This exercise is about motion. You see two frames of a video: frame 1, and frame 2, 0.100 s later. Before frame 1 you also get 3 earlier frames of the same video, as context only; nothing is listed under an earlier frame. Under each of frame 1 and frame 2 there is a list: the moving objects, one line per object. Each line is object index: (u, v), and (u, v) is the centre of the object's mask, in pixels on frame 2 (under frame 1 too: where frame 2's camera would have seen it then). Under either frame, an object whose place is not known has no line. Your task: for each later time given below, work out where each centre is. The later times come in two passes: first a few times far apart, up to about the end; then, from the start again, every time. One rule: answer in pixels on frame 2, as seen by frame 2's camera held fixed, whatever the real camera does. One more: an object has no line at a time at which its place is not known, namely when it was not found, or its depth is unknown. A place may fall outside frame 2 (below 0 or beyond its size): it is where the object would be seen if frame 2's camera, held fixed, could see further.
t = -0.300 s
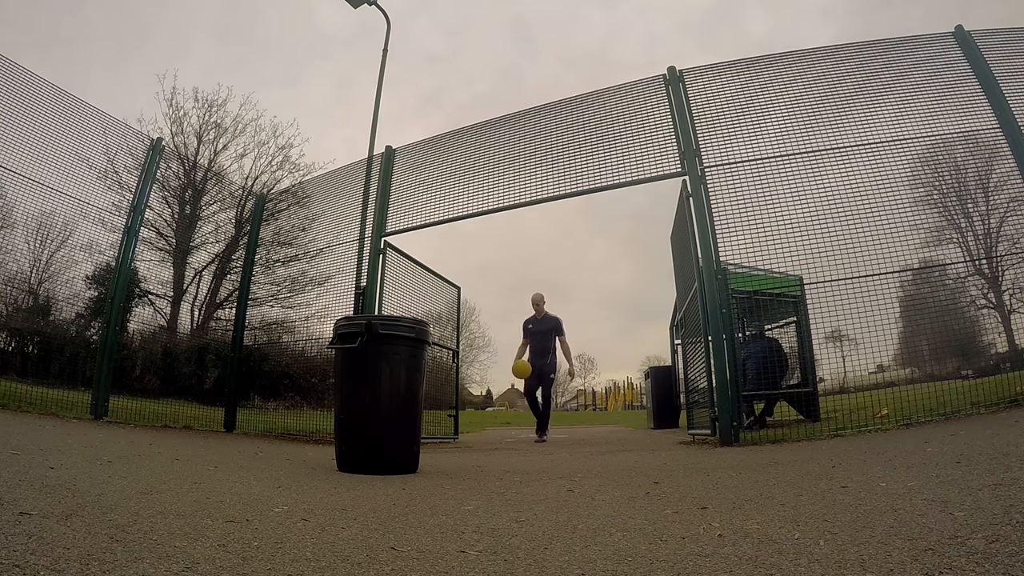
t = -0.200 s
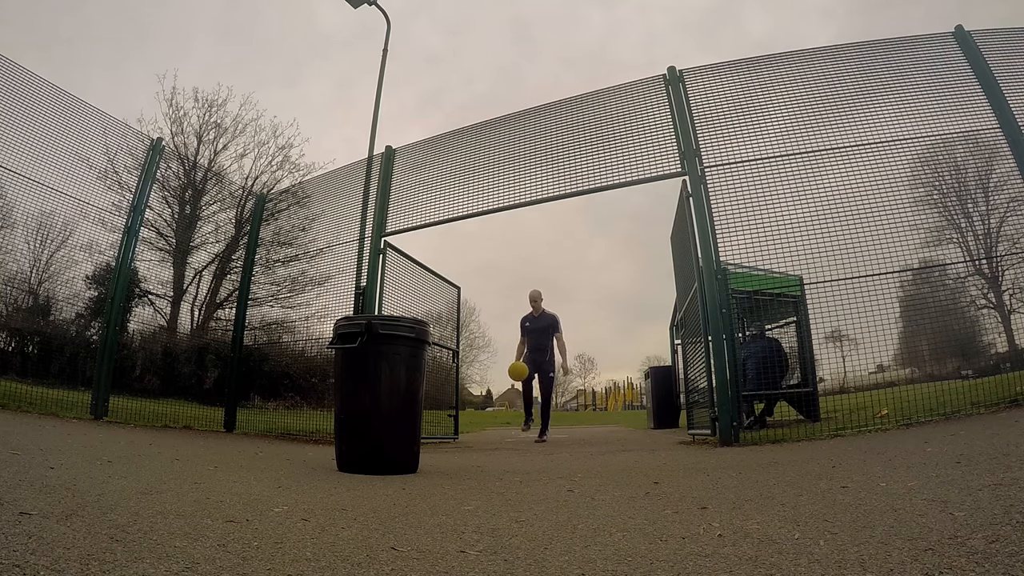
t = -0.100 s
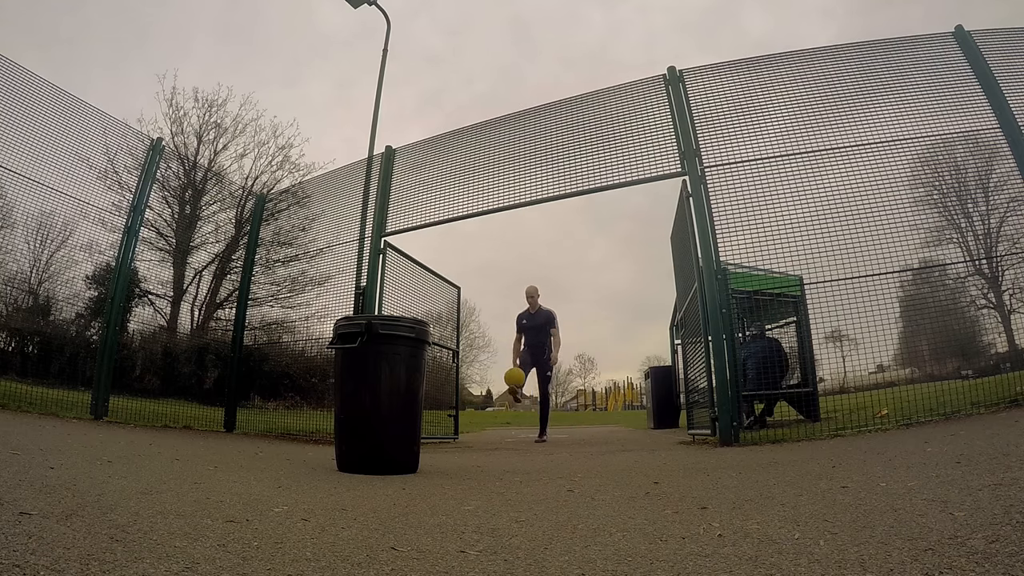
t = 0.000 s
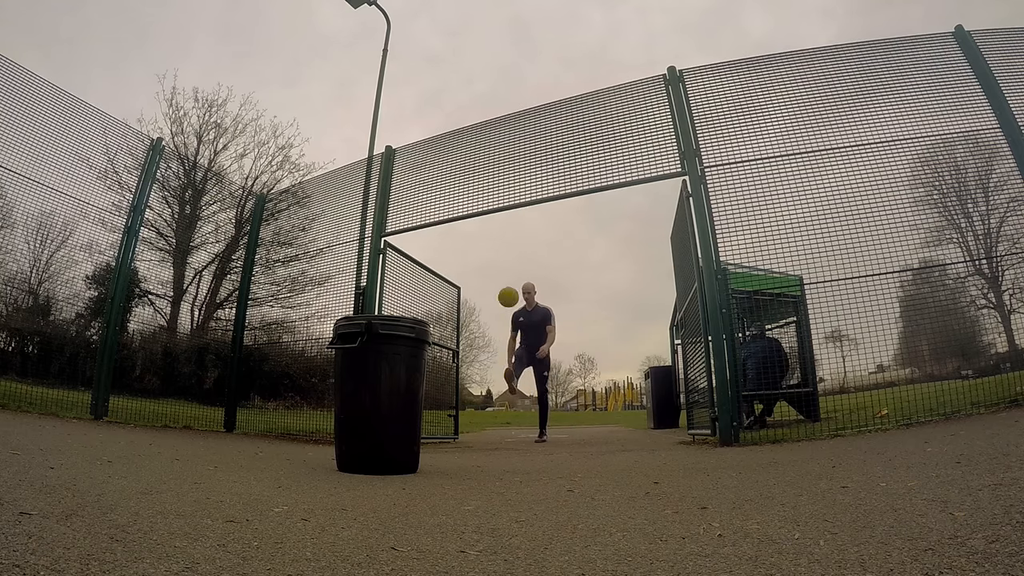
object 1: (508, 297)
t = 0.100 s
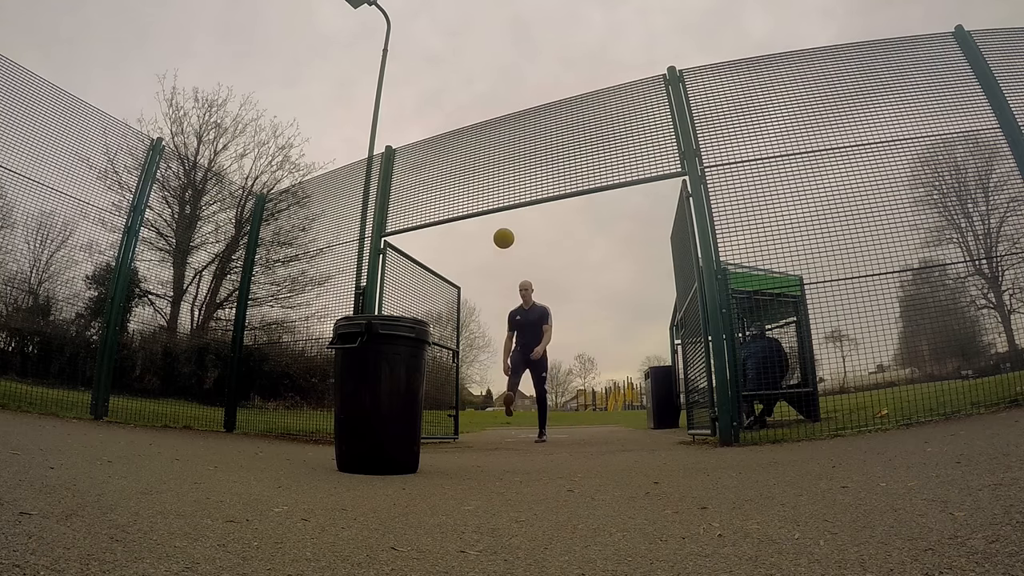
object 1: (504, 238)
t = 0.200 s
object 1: (499, 189)
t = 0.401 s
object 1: (488, 112)
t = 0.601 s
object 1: (478, 71)
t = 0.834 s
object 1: (461, 57)
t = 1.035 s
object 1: (437, 90)
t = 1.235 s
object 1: (397, 198)
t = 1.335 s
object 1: (367, 307)
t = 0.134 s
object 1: (502, 221)
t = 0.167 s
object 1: (500, 204)
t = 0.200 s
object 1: (499, 189)
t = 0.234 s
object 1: (497, 175)
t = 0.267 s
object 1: (496, 162)
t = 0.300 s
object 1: (494, 149)
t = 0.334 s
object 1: (492, 132)
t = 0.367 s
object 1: (490, 122)
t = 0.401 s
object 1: (488, 112)
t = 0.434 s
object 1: (487, 103)
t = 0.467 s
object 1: (485, 96)
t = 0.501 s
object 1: (484, 88)
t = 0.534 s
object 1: (482, 82)
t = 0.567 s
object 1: (480, 76)
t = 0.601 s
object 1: (478, 71)
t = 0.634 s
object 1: (476, 67)
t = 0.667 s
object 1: (473, 62)
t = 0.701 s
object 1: (471, 60)
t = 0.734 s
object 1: (468, 58)
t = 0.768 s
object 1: (466, 57)
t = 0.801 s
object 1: (463, 57)
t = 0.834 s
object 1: (461, 57)
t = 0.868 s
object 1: (457, 59)
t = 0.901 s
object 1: (454, 62)
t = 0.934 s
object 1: (451, 66)
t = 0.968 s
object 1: (447, 71)
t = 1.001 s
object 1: (441, 81)
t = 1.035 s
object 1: (437, 90)
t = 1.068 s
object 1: (432, 101)
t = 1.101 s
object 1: (426, 114)
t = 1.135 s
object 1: (420, 130)
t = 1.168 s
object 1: (414, 149)
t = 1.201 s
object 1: (406, 171)
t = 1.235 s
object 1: (397, 198)
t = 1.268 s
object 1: (389, 230)
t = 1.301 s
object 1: (379, 268)
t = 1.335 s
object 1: (367, 307)
